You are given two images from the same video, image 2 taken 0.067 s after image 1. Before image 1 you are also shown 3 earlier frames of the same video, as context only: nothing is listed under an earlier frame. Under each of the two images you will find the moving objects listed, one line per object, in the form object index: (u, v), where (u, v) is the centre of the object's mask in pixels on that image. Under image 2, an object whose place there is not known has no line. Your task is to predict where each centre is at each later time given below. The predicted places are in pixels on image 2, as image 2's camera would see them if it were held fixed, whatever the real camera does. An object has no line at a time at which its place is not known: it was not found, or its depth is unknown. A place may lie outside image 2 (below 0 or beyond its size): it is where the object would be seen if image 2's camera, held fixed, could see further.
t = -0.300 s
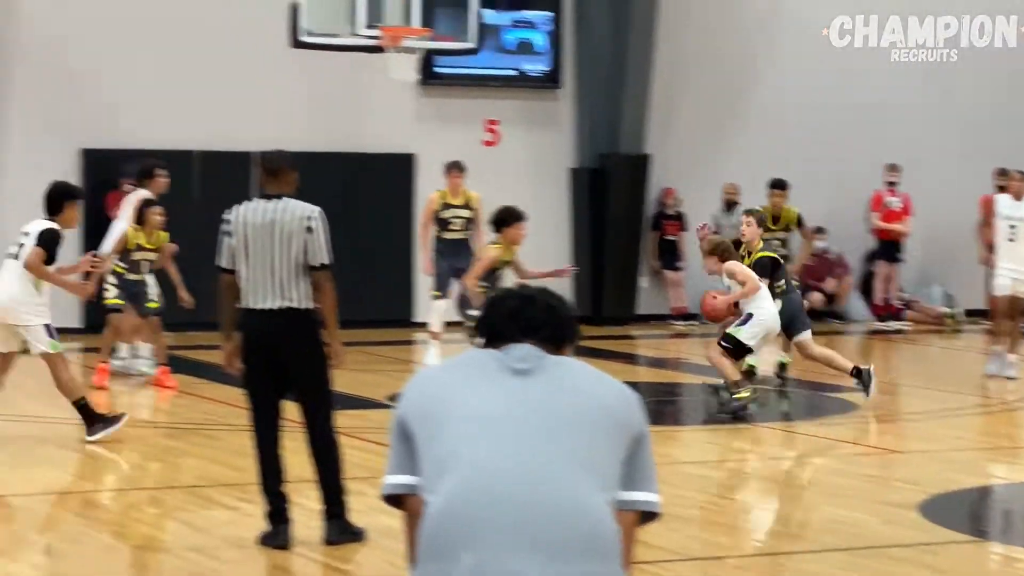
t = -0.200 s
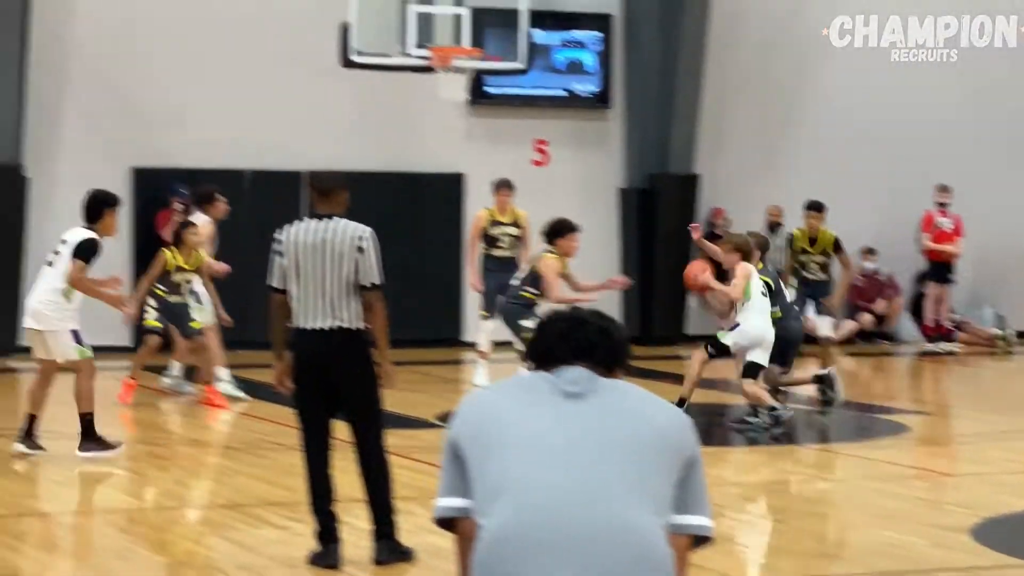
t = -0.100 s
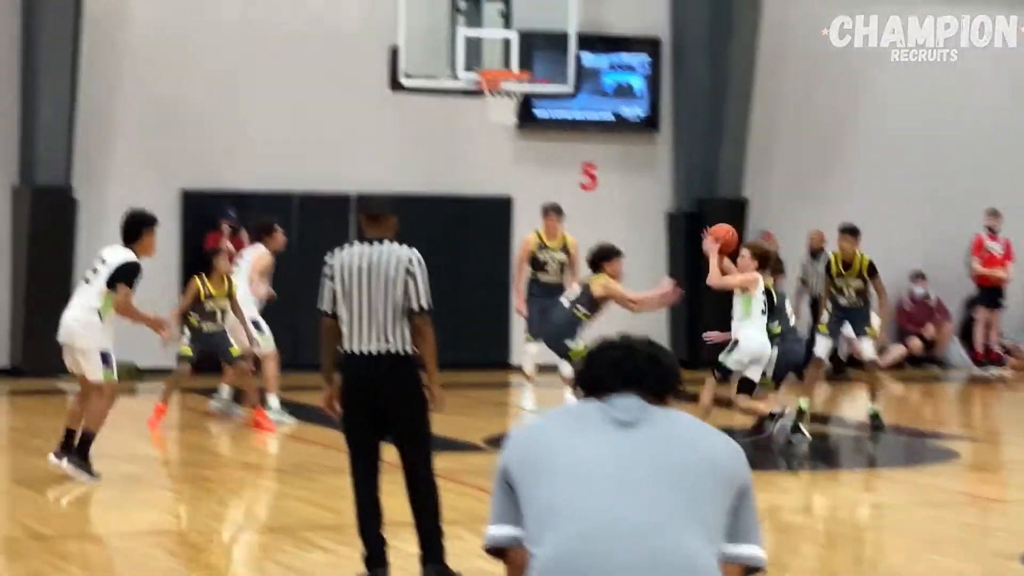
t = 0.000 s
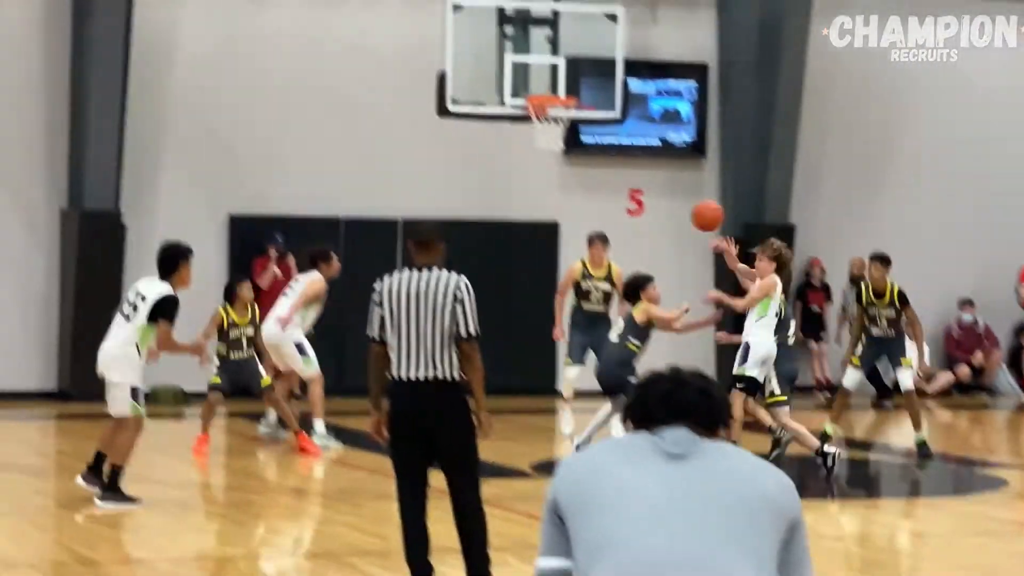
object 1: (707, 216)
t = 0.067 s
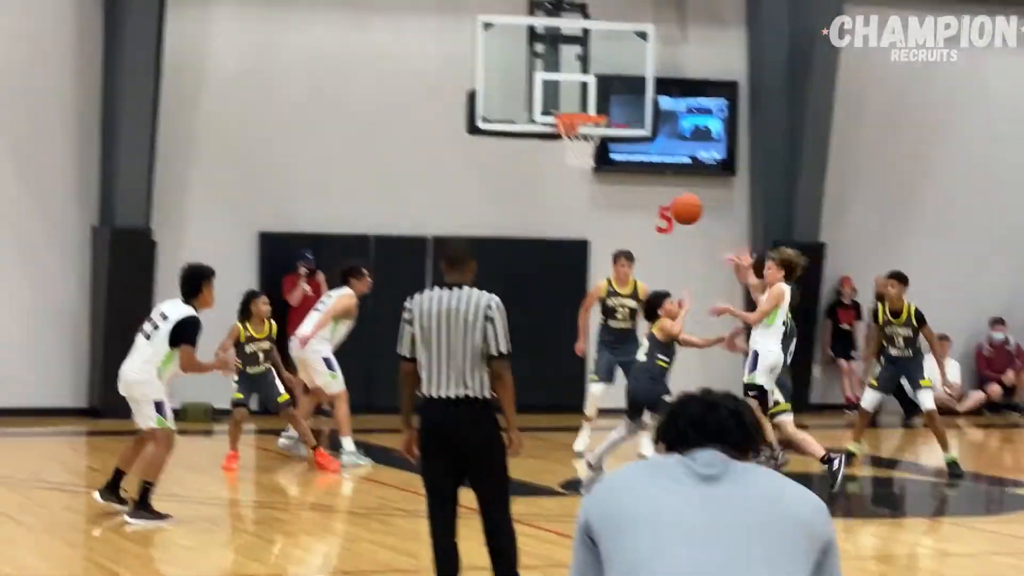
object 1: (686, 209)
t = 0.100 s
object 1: (659, 198)
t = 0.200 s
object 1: (574, 173)
